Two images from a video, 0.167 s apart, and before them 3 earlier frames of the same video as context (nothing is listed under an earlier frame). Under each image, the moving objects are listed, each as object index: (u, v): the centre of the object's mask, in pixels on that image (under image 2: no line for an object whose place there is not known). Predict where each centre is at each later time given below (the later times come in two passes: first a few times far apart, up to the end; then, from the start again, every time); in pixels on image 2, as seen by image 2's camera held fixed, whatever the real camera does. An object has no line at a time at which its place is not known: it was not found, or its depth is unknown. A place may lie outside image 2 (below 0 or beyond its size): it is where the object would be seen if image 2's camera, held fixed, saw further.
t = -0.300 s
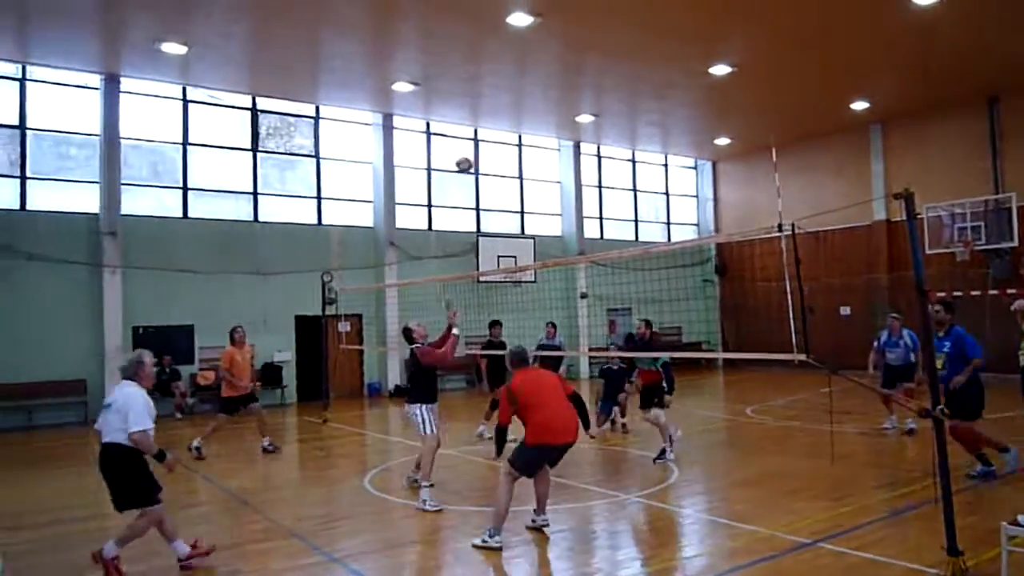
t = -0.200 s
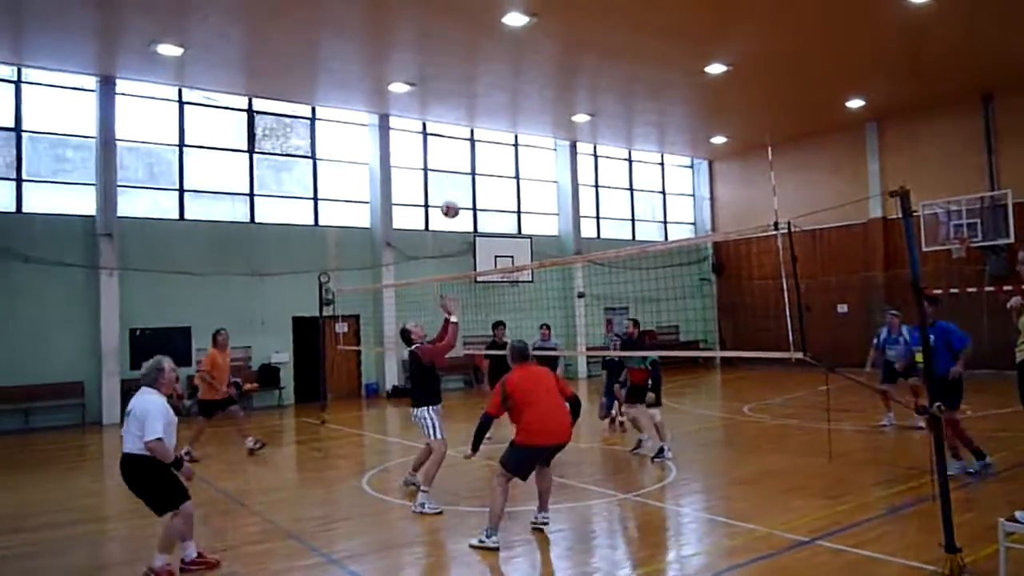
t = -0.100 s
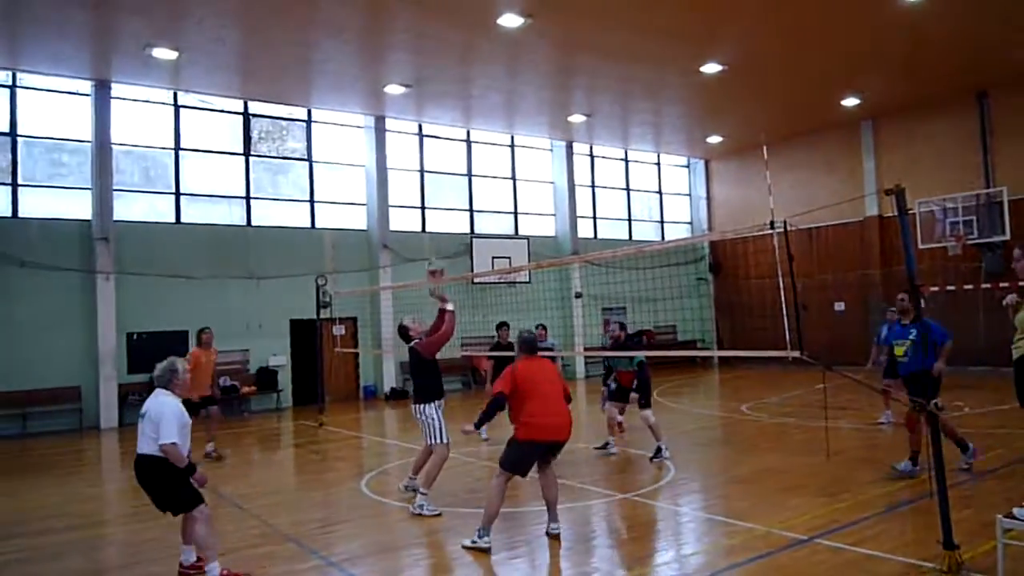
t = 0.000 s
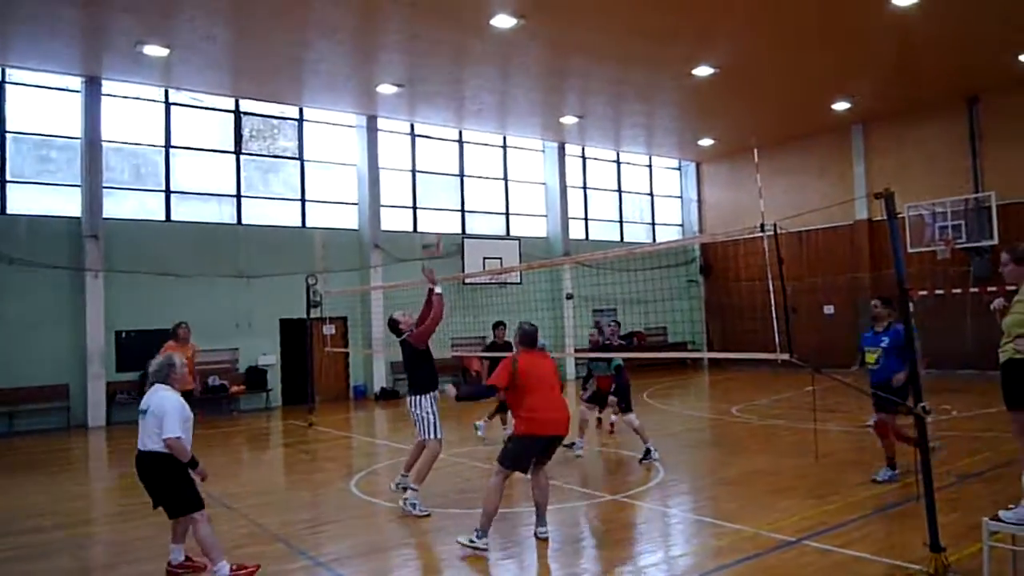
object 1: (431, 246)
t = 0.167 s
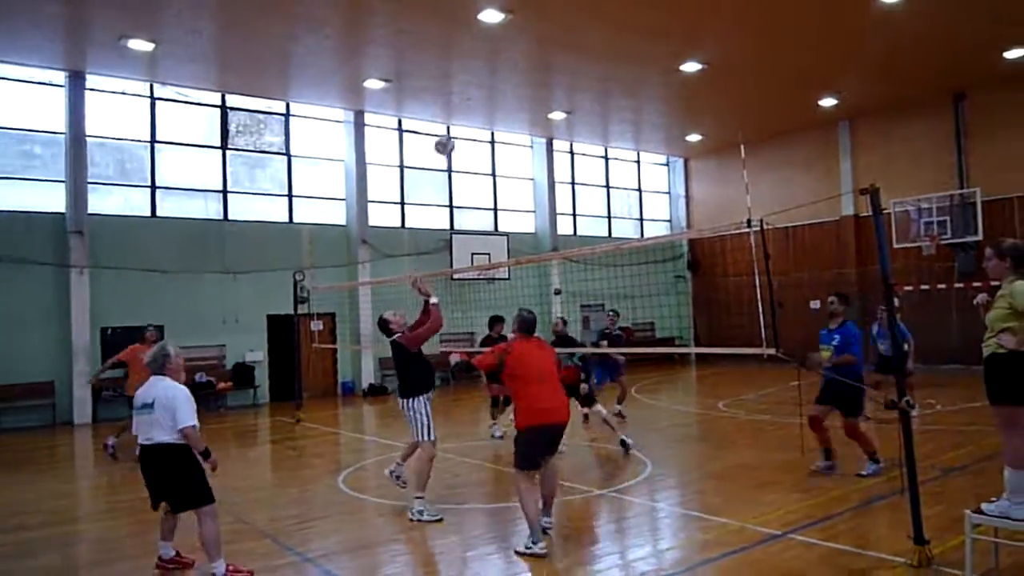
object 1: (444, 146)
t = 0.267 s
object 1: (459, 103)
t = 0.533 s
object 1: (505, 33)
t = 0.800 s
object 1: (559, 45)
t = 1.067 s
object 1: (620, 155)
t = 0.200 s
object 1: (449, 131)
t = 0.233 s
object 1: (455, 115)
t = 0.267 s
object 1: (459, 103)
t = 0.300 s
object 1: (464, 90)
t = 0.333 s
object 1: (469, 78)
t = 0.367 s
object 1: (475, 67)
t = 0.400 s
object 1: (480, 59)
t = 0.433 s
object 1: (487, 51)
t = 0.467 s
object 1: (493, 44)
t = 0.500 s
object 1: (499, 38)
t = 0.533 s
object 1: (505, 33)
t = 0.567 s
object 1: (511, 30)
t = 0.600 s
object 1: (517, 27)
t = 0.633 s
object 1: (524, 28)
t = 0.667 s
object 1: (530, 28)
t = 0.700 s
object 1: (537, 31)
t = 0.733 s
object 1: (544, 34)
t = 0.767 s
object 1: (551, 39)
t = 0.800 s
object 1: (559, 45)
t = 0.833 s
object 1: (567, 53)
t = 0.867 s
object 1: (573, 63)
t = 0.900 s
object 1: (581, 74)
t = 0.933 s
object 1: (589, 87)
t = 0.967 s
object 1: (596, 101)
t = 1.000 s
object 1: (605, 117)
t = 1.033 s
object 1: (611, 135)
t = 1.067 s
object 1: (620, 155)
